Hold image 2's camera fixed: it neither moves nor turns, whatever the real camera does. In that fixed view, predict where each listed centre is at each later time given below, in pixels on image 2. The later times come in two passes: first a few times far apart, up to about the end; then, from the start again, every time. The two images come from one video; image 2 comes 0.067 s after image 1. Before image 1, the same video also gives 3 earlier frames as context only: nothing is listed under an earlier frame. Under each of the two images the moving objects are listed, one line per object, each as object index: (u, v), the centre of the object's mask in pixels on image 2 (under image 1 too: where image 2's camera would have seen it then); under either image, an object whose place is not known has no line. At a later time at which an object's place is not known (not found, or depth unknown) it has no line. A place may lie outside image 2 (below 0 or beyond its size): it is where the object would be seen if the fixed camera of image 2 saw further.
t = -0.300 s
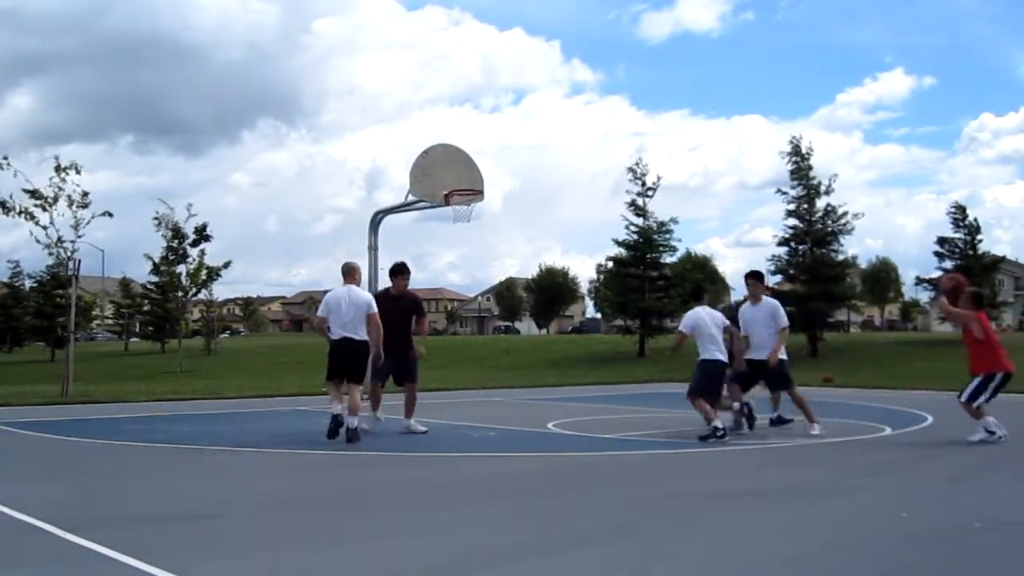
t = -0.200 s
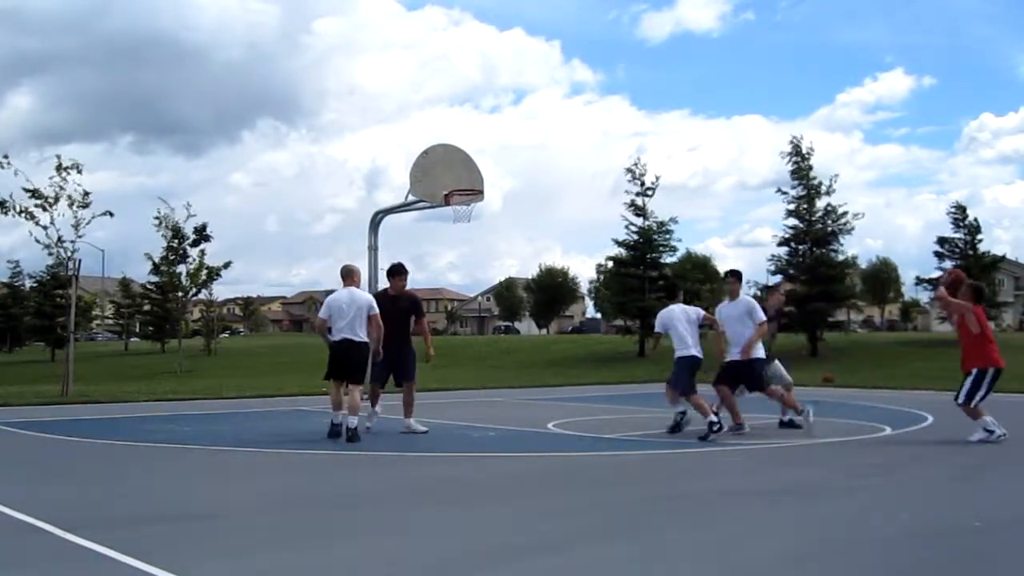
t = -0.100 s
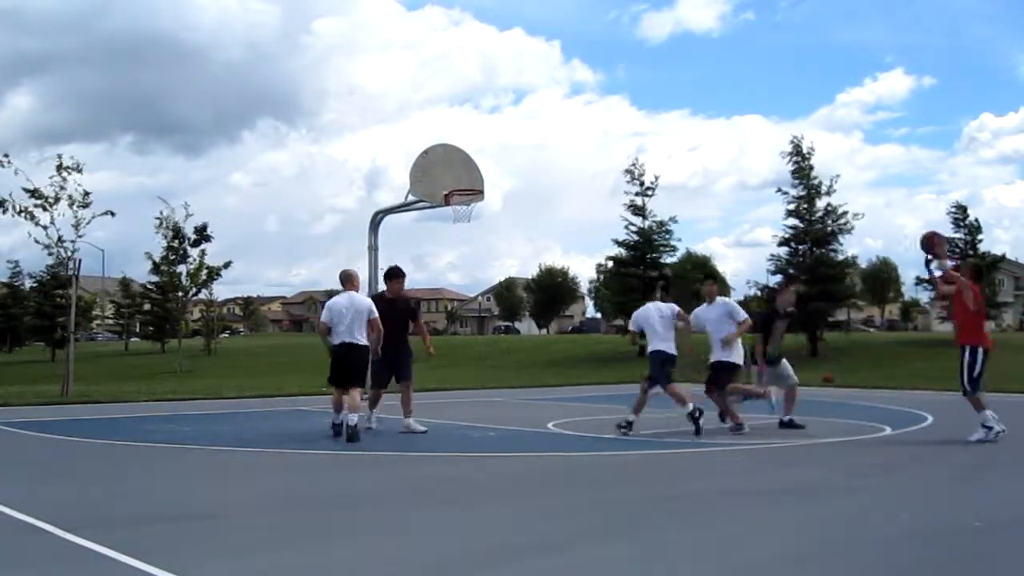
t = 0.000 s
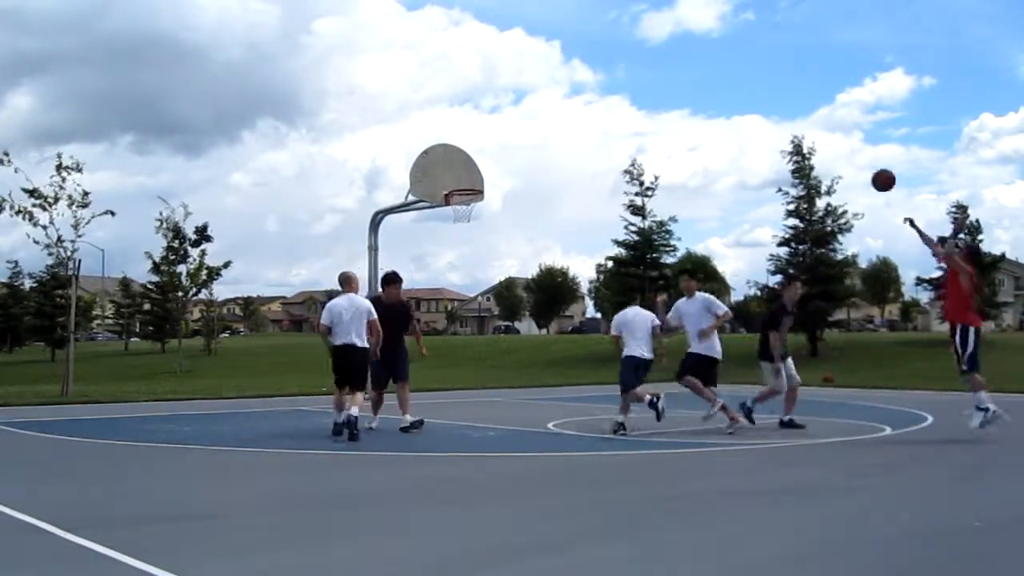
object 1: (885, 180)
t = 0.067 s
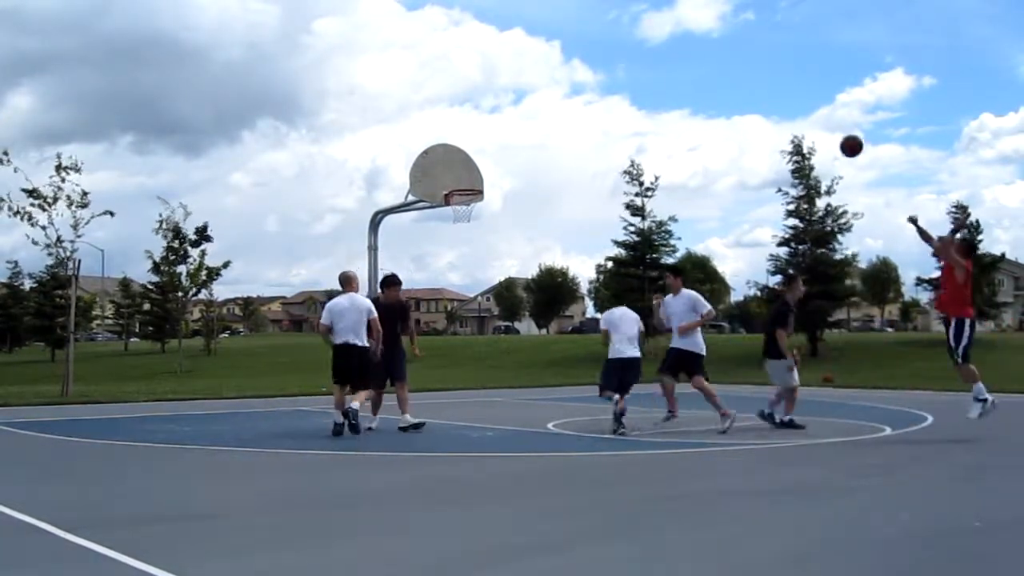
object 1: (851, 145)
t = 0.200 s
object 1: (794, 93)
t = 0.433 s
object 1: (701, 48)
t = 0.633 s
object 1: (633, 47)
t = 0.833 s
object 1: (572, 76)
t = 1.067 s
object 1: (508, 141)
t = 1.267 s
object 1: (461, 173)
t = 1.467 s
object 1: (454, 148)
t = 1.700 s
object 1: (456, 150)
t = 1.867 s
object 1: (458, 176)
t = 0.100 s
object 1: (838, 130)
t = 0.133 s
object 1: (823, 117)
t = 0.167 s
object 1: (808, 105)
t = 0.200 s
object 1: (794, 93)
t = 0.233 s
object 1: (780, 84)
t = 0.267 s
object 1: (766, 75)
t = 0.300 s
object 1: (752, 68)
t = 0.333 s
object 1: (739, 61)
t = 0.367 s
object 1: (727, 56)
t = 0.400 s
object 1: (714, 51)
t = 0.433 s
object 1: (701, 48)
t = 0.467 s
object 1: (690, 46)
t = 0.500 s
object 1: (678, 44)
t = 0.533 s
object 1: (666, 44)
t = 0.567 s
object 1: (655, 44)
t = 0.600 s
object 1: (644, 45)
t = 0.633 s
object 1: (633, 47)
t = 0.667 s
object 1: (622, 50)
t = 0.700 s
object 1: (611, 54)
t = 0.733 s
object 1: (601, 58)
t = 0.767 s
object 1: (591, 63)
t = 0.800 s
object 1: (581, 69)
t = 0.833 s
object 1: (572, 76)
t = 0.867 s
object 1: (562, 84)
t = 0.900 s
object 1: (552, 92)
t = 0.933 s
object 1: (543, 100)
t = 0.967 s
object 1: (534, 110)
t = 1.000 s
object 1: (525, 119)
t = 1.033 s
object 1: (516, 130)
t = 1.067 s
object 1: (508, 141)
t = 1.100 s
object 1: (499, 153)
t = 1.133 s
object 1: (491, 165)
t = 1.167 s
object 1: (482, 178)
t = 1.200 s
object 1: (475, 183)
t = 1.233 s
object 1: (468, 178)
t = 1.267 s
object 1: (461, 173)
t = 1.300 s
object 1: (453, 169)
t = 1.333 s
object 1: (453, 163)
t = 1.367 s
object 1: (453, 159)
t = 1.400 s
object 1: (453, 154)
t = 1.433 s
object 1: (454, 151)
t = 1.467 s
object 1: (454, 148)
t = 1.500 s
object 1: (455, 146)
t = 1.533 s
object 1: (455, 145)
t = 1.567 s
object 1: (455, 144)
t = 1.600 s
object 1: (455, 145)
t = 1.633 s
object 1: (456, 145)
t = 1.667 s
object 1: (457, 147)
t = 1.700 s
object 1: (456, 150)
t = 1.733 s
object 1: (457, 153)
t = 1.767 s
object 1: (457, 158)
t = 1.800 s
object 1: (457, 163)
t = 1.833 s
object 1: (457, 169)
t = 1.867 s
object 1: (458, 176)
